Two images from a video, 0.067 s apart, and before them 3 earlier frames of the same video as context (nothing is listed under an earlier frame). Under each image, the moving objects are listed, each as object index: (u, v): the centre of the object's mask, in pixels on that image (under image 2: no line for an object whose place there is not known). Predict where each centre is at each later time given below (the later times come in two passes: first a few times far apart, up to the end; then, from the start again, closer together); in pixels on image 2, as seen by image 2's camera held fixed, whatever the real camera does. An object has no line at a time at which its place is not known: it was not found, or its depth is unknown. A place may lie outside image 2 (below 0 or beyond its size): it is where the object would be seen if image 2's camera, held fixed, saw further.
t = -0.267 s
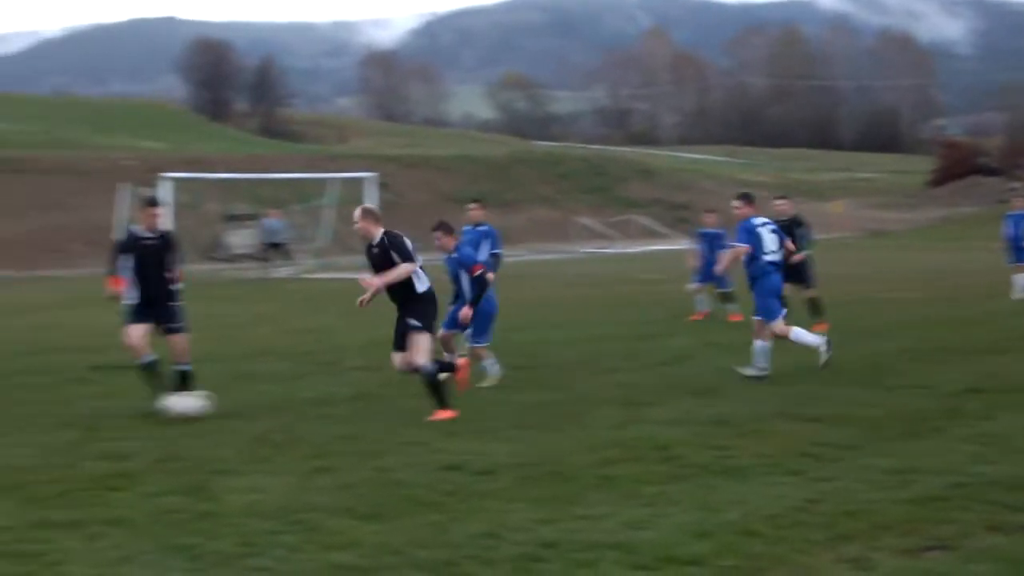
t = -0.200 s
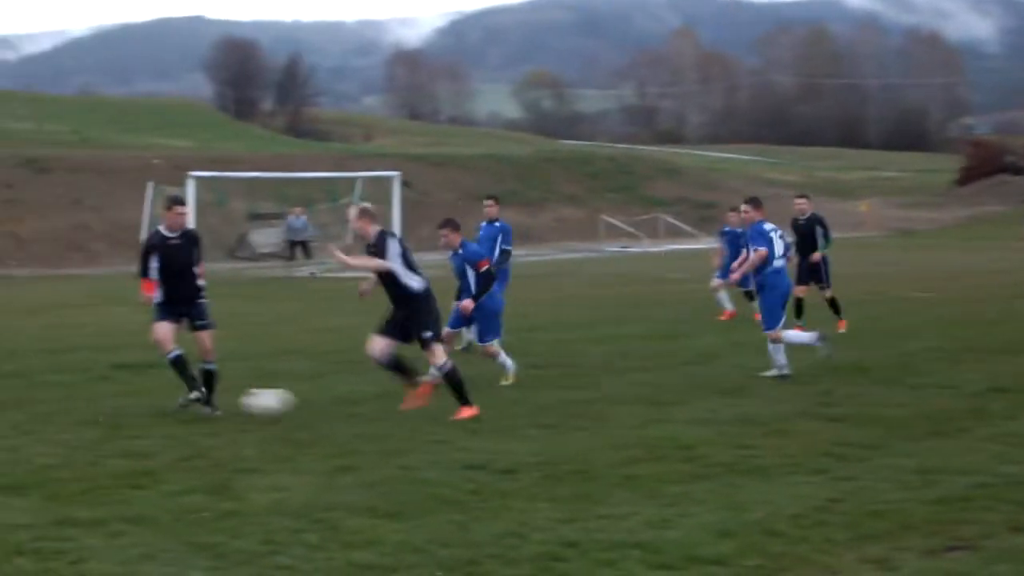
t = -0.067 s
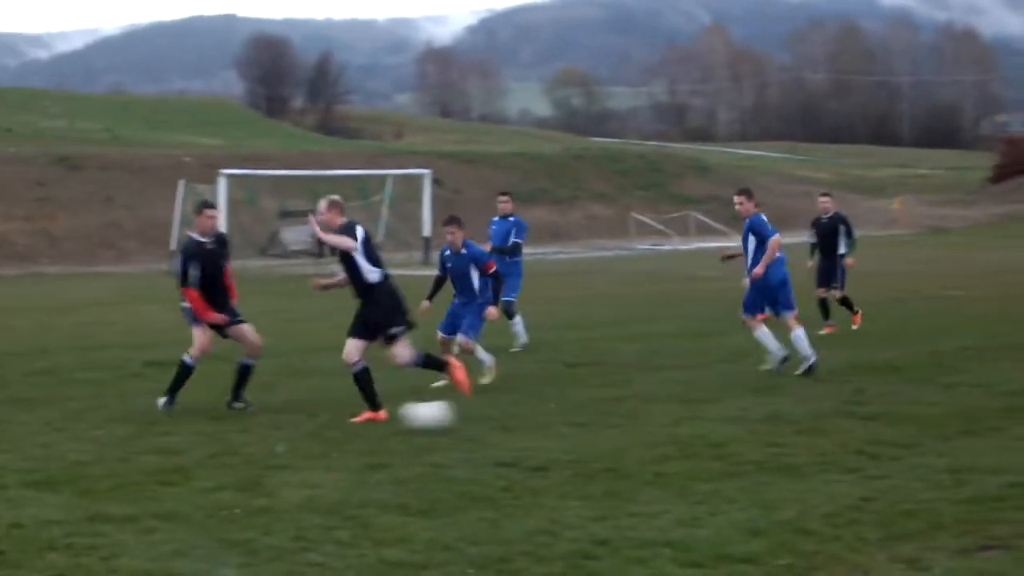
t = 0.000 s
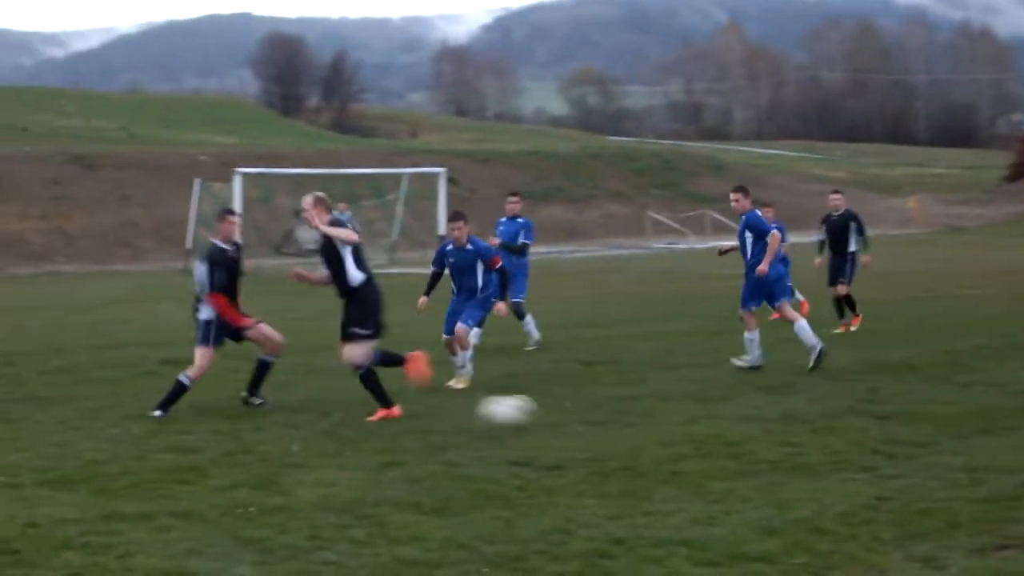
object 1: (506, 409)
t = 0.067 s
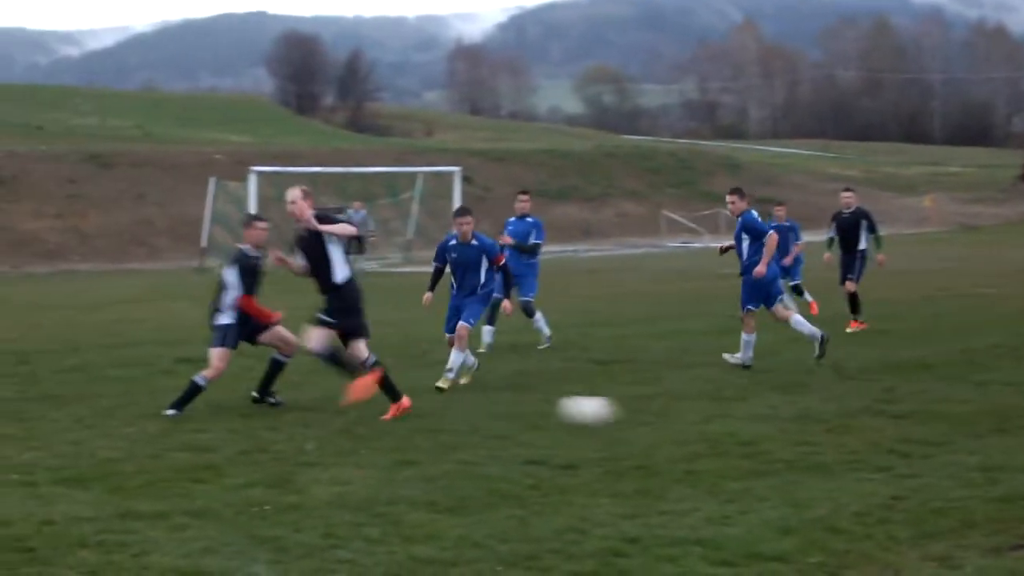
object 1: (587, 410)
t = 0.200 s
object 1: (736, 435)
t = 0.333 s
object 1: (885, 447)
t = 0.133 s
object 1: (659, 420)
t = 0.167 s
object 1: (699, 428)
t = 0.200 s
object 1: (736, 435)
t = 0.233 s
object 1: (772, 438)
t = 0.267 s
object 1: (807, 438)
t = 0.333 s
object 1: (885, 447)
